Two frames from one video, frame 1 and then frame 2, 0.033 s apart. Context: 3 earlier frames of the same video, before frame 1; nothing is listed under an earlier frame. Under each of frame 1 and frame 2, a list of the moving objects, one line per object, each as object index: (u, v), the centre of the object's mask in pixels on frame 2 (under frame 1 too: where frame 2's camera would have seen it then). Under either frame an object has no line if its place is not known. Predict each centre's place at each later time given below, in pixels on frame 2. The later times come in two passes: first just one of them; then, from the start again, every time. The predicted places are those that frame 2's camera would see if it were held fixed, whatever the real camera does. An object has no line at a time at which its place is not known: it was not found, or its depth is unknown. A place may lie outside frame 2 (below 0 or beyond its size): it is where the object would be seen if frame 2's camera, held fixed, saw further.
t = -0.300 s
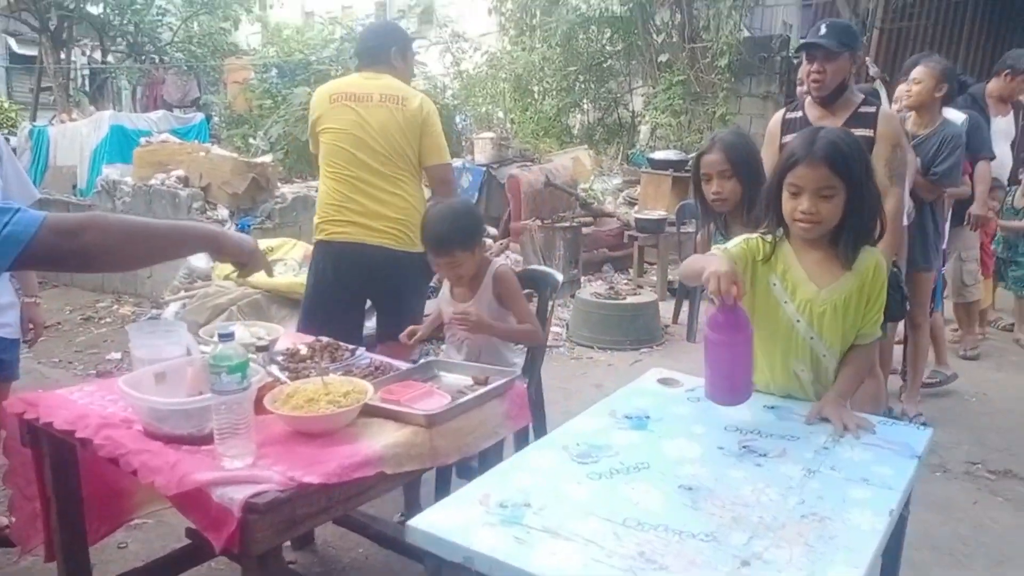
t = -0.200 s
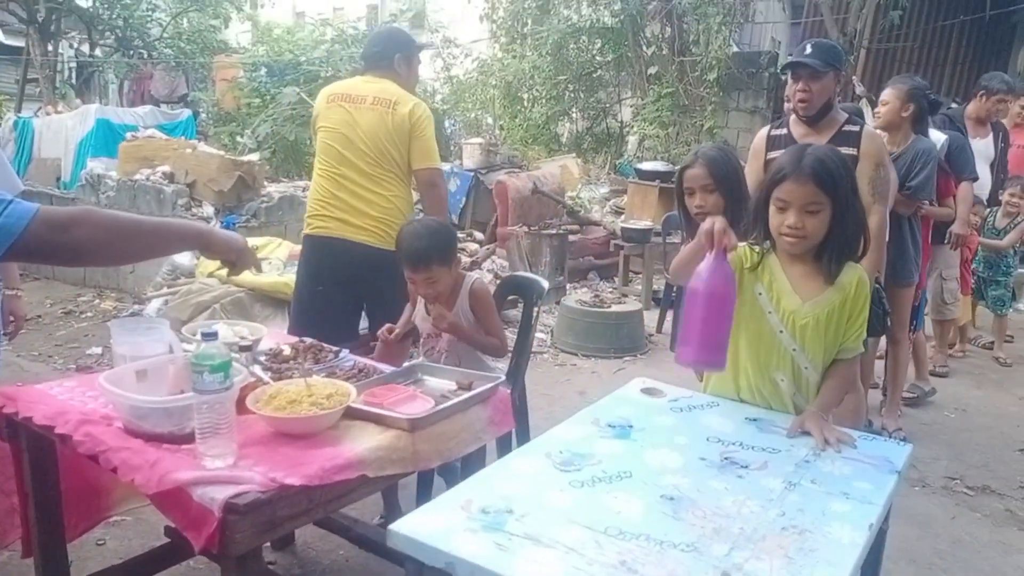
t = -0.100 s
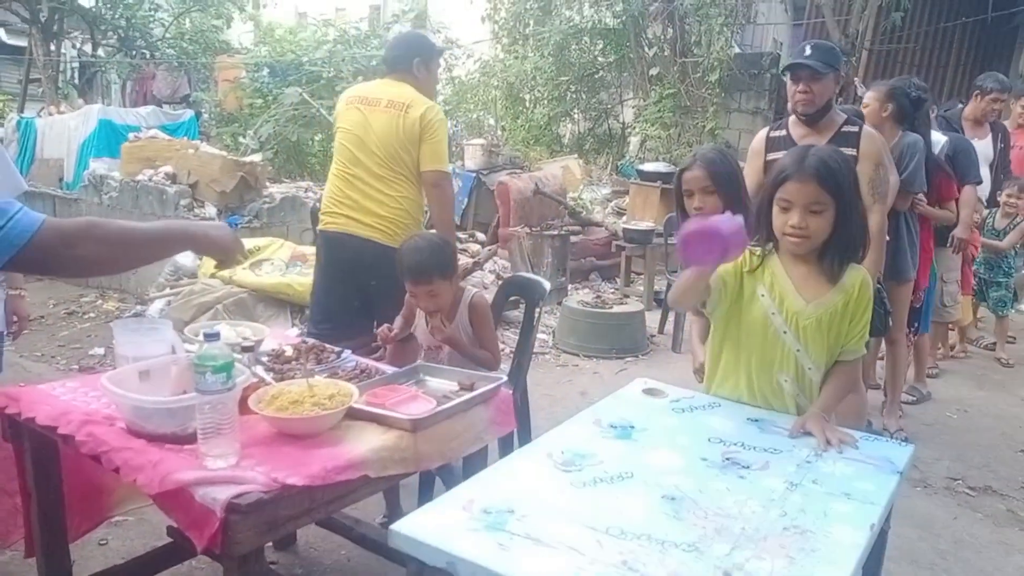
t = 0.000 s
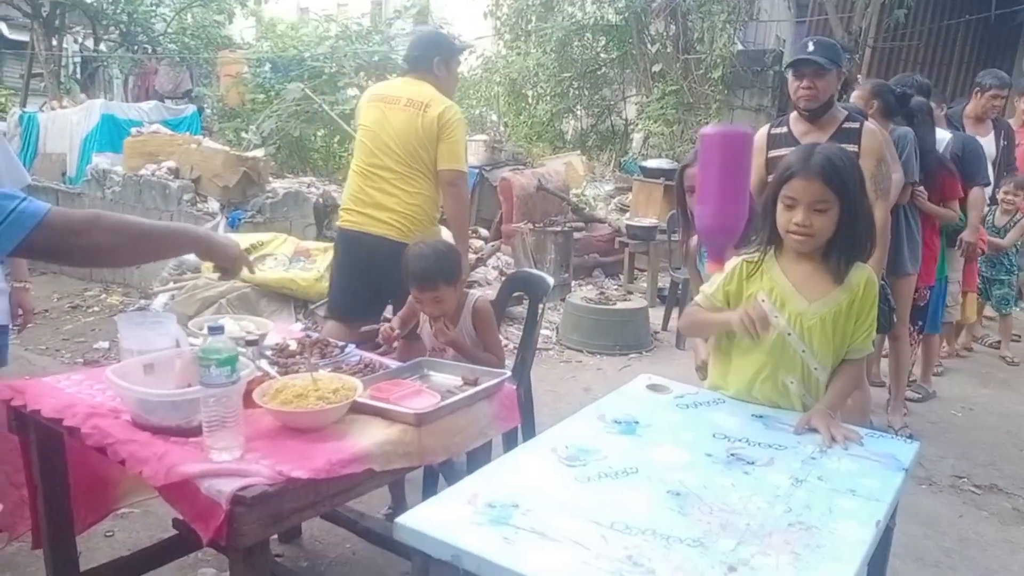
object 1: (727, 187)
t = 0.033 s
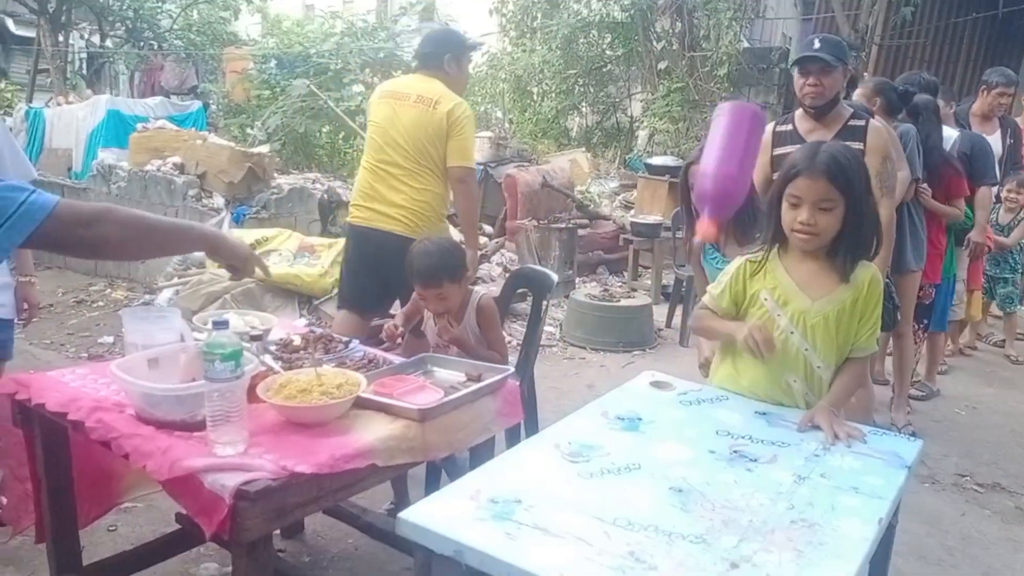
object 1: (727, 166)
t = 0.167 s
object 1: (732, 125)
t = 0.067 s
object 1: (729, 143)
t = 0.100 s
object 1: (731, 128)
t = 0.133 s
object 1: (731, 122)
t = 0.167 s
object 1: (732, 125)
